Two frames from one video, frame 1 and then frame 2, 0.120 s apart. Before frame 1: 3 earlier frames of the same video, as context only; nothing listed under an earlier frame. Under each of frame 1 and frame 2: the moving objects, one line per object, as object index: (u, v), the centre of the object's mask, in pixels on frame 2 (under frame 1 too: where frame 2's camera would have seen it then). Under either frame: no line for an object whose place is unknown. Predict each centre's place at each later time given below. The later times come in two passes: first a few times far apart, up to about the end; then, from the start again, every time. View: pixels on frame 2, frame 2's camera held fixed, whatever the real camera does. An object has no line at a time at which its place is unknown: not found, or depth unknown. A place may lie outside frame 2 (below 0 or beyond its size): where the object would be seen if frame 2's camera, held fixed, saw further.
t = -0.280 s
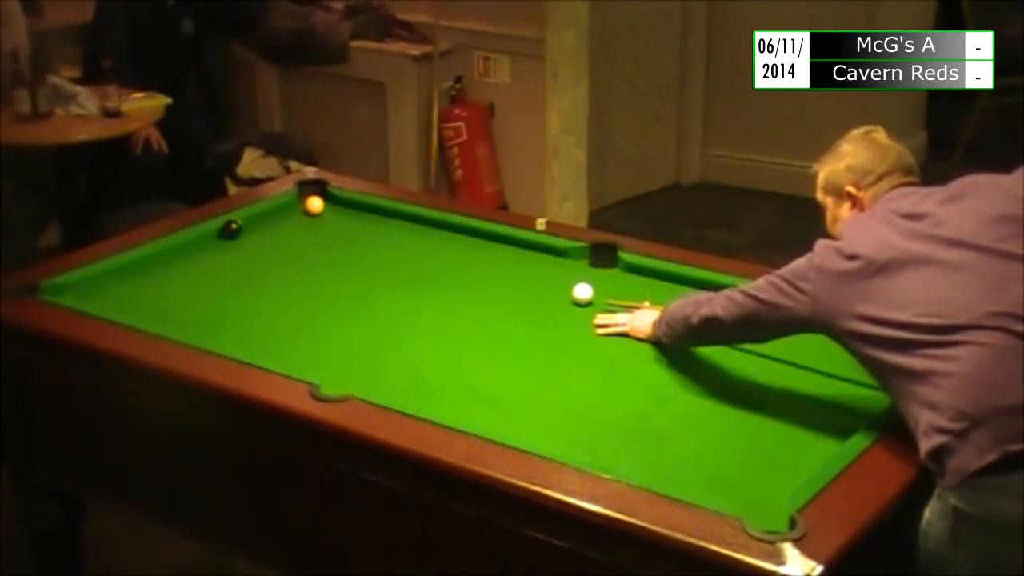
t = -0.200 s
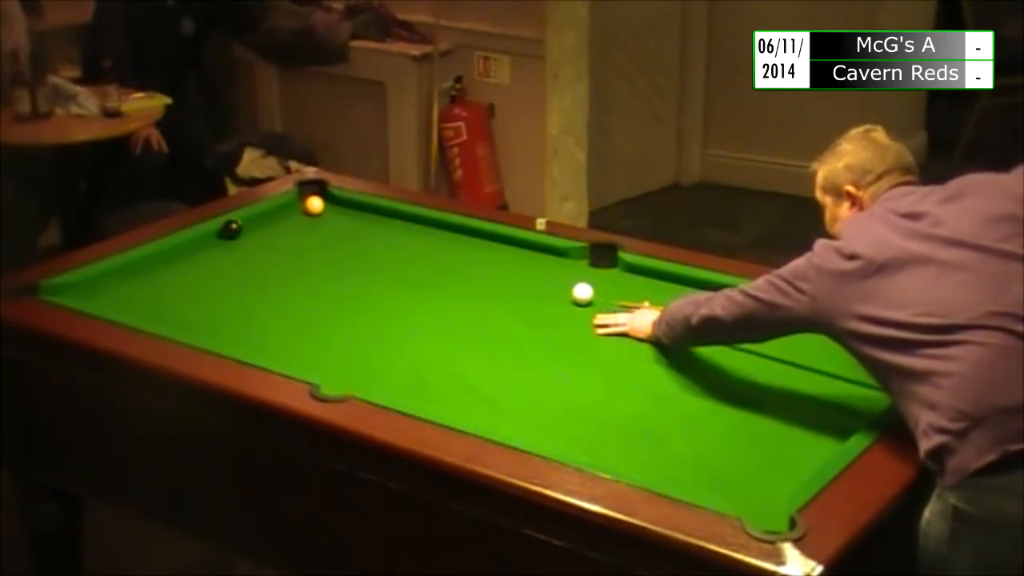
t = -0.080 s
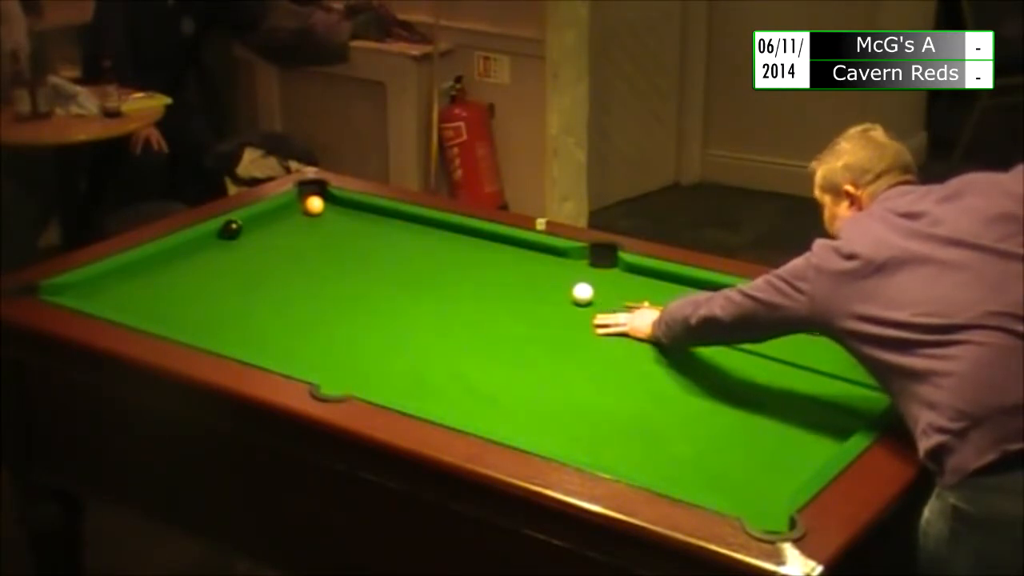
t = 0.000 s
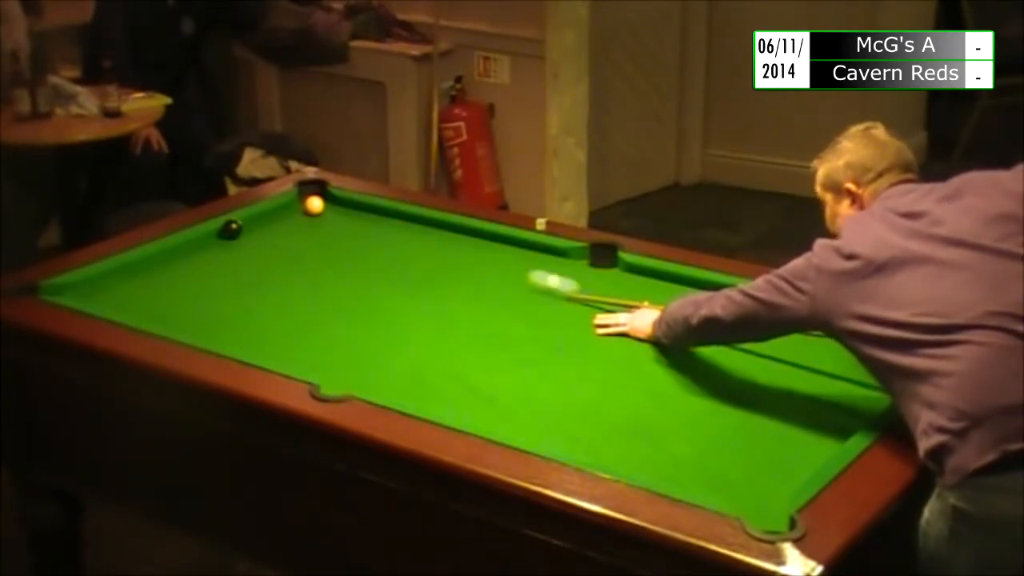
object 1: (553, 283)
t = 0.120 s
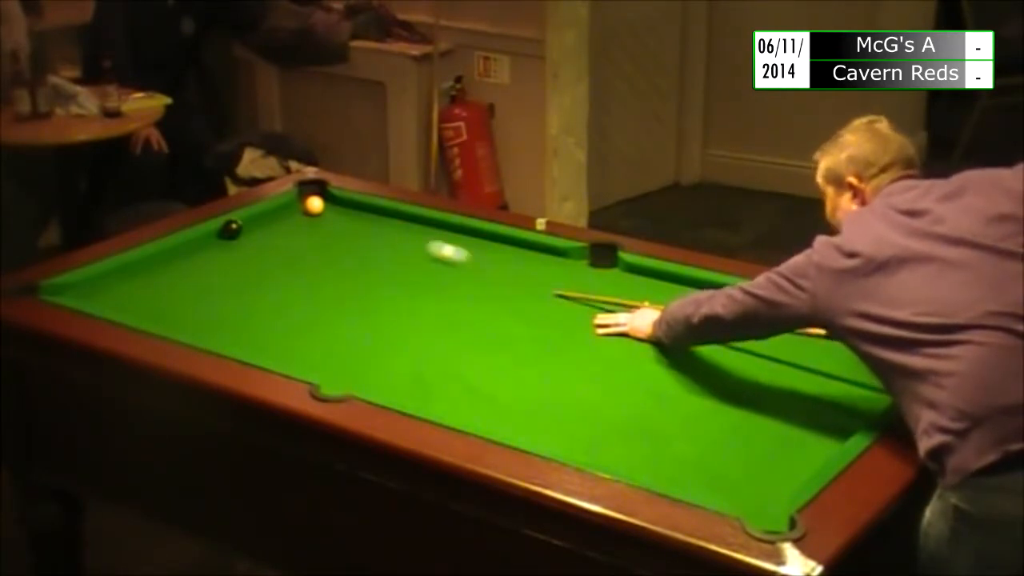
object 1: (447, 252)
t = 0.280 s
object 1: (342, 221)
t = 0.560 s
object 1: (298, 226)
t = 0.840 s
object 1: (339, 254)
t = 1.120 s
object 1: (381, 284)
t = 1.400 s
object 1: (425, 316)
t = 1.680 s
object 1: (469, 350)
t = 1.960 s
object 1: (515, 384)
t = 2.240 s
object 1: (561, 419)
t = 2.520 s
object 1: (609, 452)
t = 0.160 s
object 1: (418, 243)
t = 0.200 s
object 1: (390, 236)
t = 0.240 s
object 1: (365, 228)
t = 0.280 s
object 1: (342, 221)
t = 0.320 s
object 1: (324, 216)
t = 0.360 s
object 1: (298, 211)
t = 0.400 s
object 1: (280, 211)
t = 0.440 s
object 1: (279, 213)
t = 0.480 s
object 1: (286, 218)
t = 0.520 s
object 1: (292, 222)
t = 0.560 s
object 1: (298, 226)
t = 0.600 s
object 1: (303, 230)
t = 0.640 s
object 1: (310, 234)
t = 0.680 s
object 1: (315, 238)
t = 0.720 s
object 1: (321, 242)
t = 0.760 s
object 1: (327, 246)
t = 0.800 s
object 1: (333, 250)
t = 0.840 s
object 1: (339, 254)
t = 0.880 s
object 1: (345, 258)
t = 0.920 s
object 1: (351, 263)
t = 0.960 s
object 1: (357, 267)
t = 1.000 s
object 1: (363, 272)
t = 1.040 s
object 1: (369, 276)
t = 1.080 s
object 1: (375, 280)
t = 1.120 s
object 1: (381, 284)
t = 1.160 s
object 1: (388, 289)
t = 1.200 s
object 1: (393, 293)
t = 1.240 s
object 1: (400, 298)
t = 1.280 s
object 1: (406, 302)
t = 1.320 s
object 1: (412, 307)
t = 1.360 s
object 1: (419, 311)
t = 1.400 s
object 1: (425, 316)
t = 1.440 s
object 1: (431, 321)
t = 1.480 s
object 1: (438, 325)
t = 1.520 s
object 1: (444, 330)
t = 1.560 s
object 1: (450, 335)
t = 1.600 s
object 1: (457, 340)
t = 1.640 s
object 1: (463, 345)
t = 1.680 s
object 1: (469, 350)
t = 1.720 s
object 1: (476, 354)
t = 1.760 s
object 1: (482, 359)
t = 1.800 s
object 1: (489, 364)
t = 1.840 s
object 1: (495, 369)
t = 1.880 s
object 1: (502, 374)
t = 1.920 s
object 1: (509, 379)
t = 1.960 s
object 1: (515, 384)
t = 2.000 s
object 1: (522, 389)
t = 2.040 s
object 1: (529, 394)
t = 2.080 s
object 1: (535, 399)
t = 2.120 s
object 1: (542, 404)
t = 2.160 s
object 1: (548, 410)
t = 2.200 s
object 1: (555, 414)
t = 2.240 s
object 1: (561, 419)
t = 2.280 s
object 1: (568, 424)
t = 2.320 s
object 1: (575, 430)
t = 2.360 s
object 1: (581, 435)
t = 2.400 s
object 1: (588, 440)
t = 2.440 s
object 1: (595, 444)
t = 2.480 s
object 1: (602, 449)
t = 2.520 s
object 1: (609, 452)
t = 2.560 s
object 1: (615, 456)
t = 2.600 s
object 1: (622, 460)
